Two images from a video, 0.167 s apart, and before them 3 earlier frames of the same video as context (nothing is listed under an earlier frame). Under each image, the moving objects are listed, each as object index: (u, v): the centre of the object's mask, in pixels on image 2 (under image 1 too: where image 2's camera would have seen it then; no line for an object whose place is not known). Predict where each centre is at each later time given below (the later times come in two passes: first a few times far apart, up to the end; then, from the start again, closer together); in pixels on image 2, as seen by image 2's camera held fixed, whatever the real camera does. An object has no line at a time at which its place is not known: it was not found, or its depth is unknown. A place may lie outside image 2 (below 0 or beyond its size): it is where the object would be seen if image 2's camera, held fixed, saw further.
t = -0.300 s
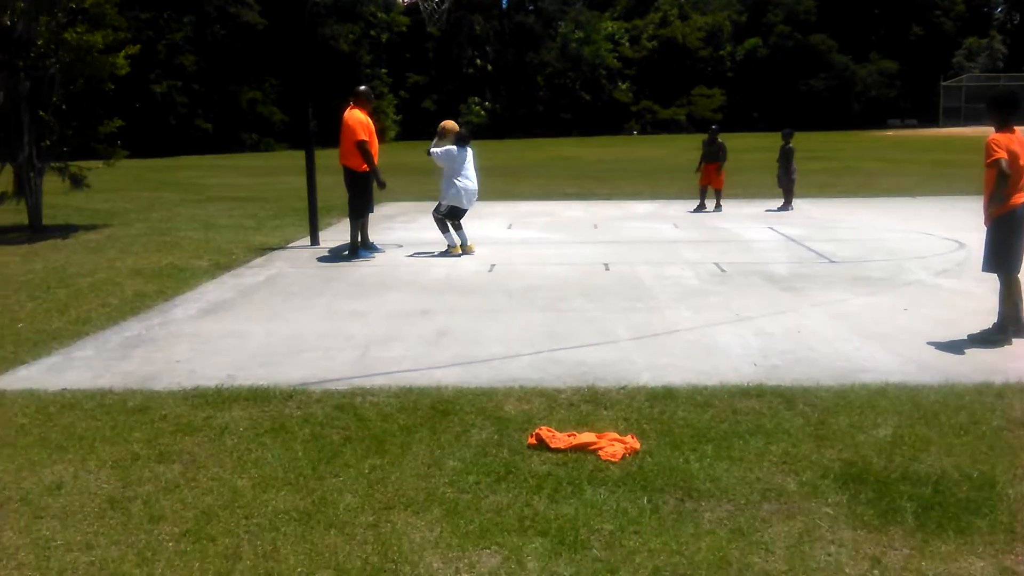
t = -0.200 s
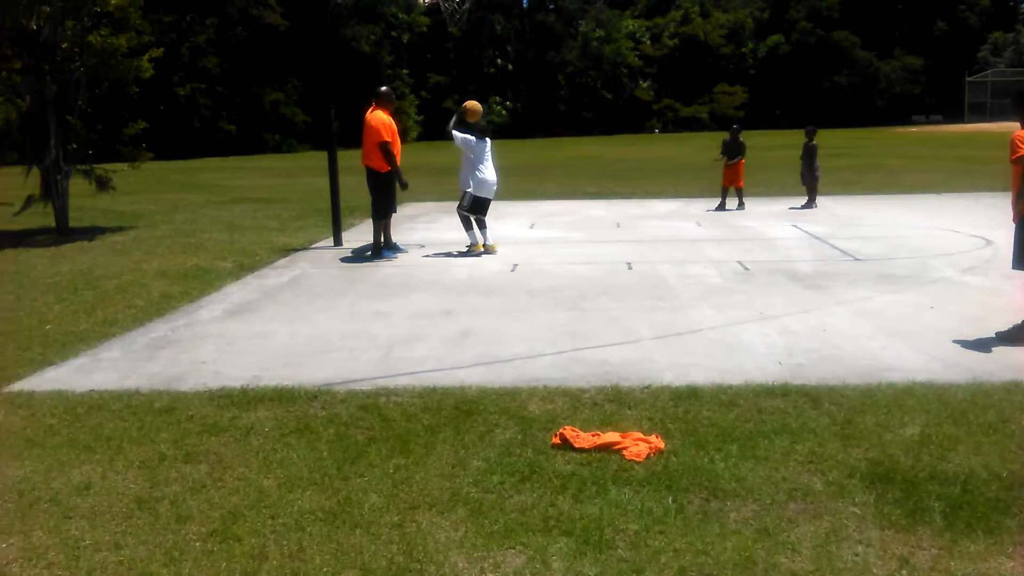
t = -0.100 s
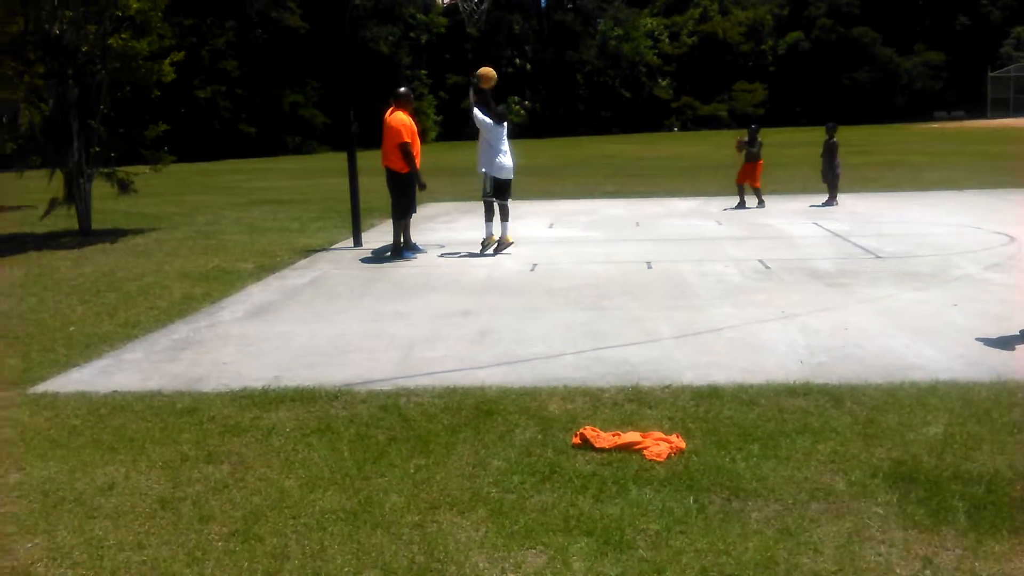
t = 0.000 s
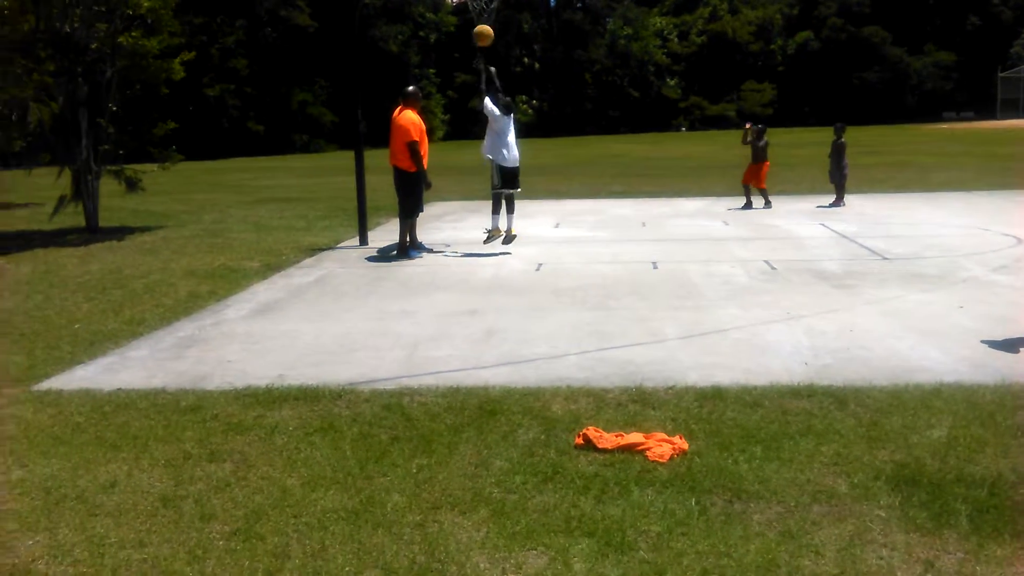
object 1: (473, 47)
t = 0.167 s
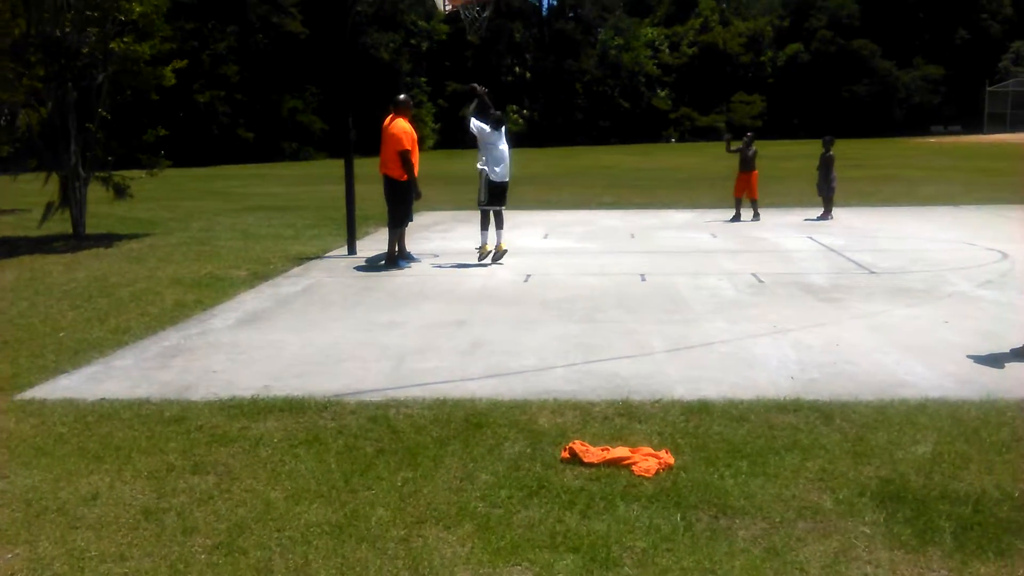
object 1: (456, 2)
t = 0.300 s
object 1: (454, -23)
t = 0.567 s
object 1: (477, -2)
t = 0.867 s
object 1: (468, 16)
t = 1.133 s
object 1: (470, 59)
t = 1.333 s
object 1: (473, 128)
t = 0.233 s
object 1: (448, -12)
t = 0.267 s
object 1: (450, -18)
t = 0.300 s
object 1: (454, -23)
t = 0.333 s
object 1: (458, -24)
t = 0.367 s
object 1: (461, -24)
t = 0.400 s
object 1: (464, -21)
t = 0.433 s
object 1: (466, -19)
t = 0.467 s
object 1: (469, -16)
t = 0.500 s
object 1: (472, -12)
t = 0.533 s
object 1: (475, -7)
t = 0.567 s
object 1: (477, -2)
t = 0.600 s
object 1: (477, -1)
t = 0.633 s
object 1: (476, 1)
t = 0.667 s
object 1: (474, 7)
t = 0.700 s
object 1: (472, 9)
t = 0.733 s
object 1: (470, 11)
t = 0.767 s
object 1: (468, 12)
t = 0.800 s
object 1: (468, 13)
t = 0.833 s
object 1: (468, 14)
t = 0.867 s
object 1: (468, 16)
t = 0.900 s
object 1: (467, 20)
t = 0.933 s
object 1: (467, 23)
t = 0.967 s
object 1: (468, 26)
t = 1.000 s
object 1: (469, 31)
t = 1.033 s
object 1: (470, 37)
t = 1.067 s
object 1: (470, 43)
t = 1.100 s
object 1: (470, 50)
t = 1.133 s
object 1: (470, 59)
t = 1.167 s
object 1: (471, 69)
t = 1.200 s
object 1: (472, 79)
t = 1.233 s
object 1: (472, 90)
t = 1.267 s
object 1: (472, 102)
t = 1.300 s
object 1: (472, 114)
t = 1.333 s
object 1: (473, 128)
